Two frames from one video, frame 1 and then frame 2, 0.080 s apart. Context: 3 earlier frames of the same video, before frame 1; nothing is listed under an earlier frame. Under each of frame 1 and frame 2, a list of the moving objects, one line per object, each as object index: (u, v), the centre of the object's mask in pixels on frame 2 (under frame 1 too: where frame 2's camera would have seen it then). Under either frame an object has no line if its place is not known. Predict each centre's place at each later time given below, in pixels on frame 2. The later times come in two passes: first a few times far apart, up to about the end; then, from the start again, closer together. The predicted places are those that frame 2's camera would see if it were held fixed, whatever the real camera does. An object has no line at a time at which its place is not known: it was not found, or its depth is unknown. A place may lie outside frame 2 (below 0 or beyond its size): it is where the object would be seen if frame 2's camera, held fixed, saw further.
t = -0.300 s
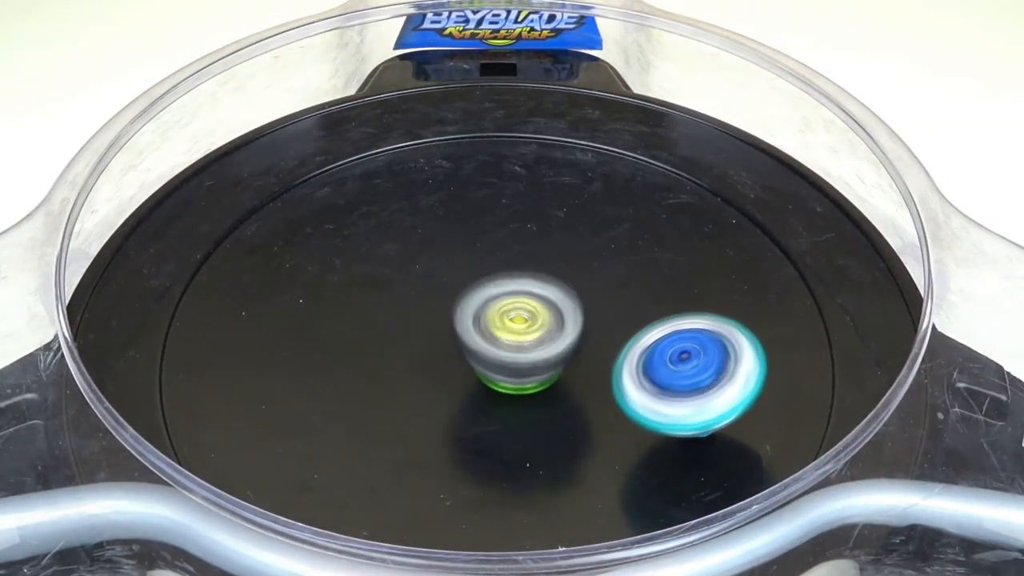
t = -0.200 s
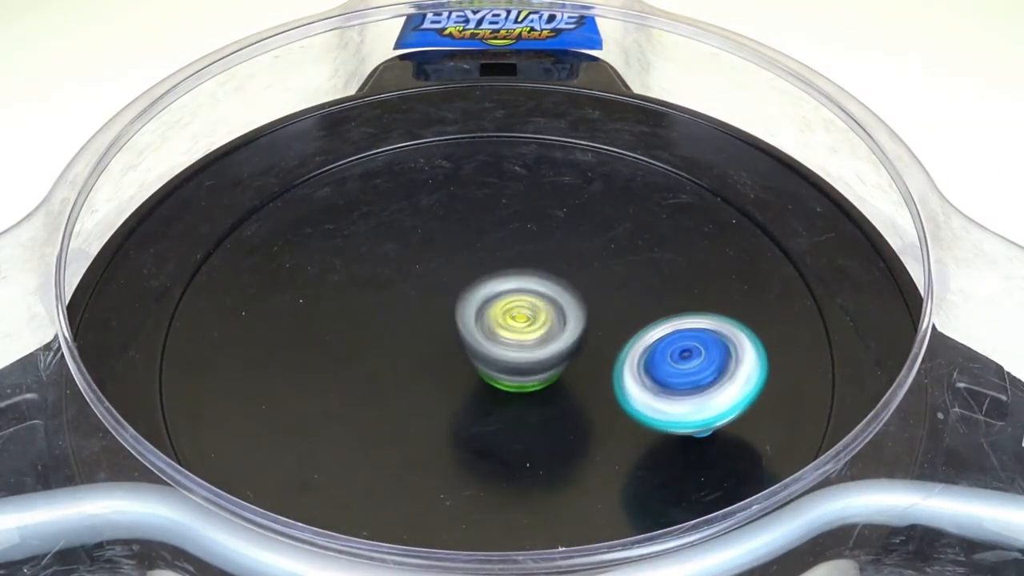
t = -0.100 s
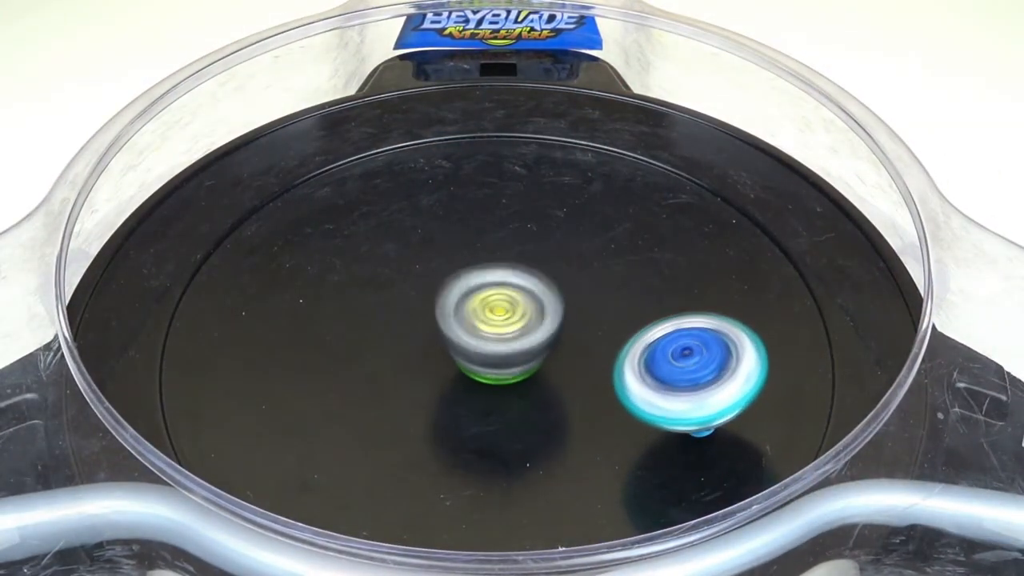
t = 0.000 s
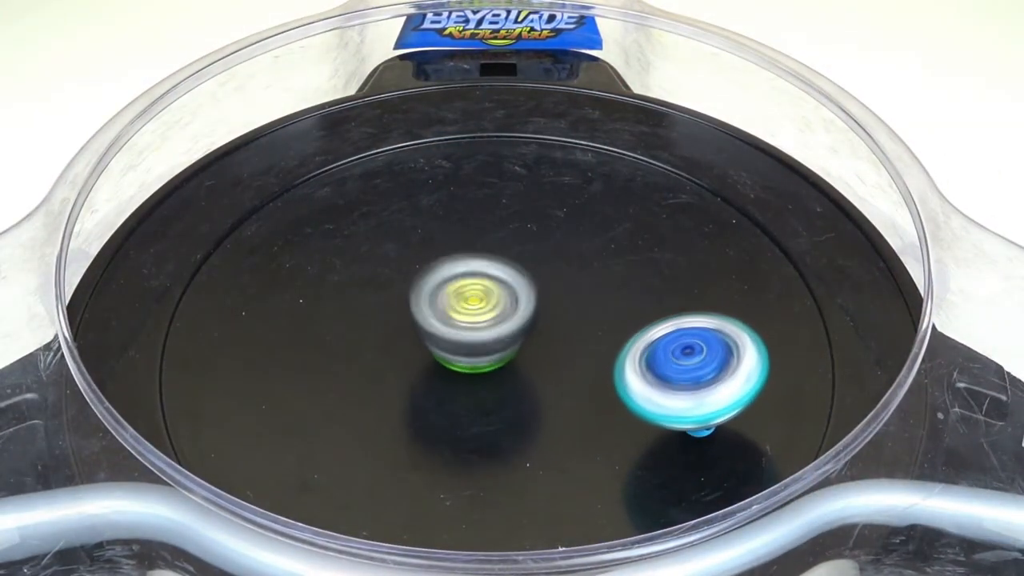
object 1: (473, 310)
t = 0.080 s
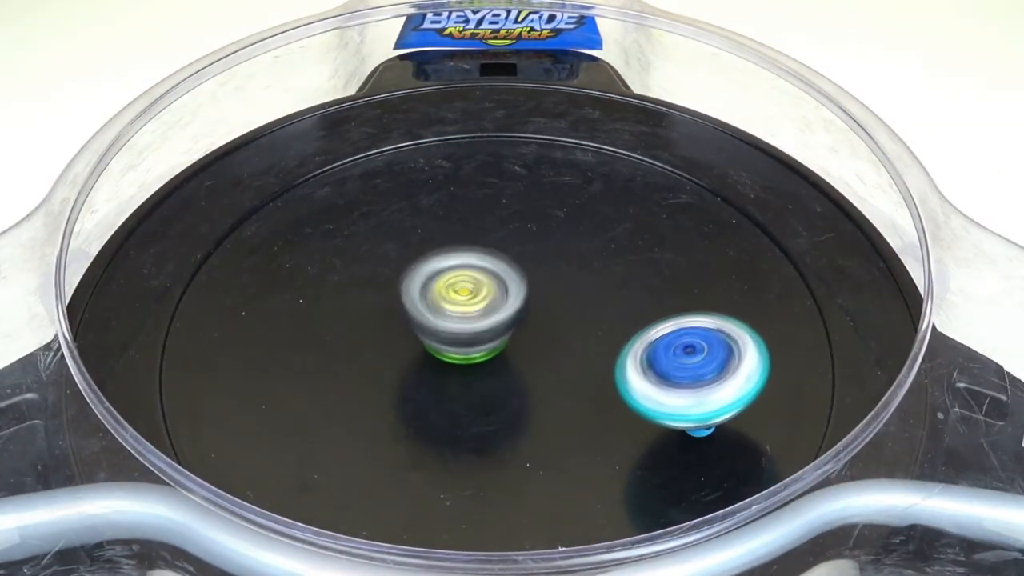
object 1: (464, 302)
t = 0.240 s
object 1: (479, 312)
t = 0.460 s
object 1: (480, 327)
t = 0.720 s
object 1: (496, 294)
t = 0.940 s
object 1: (480, 311)
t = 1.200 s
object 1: (493, 299)
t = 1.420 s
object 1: (508, 317)
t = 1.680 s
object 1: (498, 283)
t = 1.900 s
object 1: (489, 321)
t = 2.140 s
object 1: (497, 323)
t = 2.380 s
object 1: (544, 311)
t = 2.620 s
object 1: (487, 333)
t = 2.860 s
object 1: (486, 307)
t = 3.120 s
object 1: (529, 317)
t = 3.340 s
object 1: (474, 327)
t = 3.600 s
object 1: (493, 291)
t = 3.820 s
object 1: (524, 304)
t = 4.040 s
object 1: (480, 317)
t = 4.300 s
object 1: (466, 299)
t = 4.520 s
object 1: (513, 308)
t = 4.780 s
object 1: (473, 265)
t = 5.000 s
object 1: (400, 231)
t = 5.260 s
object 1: (436, 252)
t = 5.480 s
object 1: (510, 279)
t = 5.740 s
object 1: (574, 282)
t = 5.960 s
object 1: (550, 264)
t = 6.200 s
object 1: (457, 266)
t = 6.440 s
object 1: (483, 310)
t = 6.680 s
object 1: (527, 349)
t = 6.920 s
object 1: (491, 329)
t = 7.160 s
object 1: (419, 307)
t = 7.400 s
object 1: (442, 293)
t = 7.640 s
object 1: (478, 277)
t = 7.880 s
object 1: (493, 263)
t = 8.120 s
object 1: (517, 259)
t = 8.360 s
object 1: (557, 264)
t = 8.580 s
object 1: (594, 276)
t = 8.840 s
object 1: (638, 305)
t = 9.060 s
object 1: (622, 326)
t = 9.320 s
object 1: (595, 362)
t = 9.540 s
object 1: (527, 380)
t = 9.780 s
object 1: (574, 363)
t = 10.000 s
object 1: (651, 334)
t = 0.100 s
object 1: (465, 301)
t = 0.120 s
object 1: (467, 301)
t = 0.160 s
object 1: (471, 302)
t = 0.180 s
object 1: (474, 303)
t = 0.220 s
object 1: (478, 309)
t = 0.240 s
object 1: (479, 312)
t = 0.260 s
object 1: (481, 315)
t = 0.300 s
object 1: (484, 322)
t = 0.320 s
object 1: (484, 326)
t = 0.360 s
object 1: (481, 330)
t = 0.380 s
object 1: (480, 331)
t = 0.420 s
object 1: (480, 330)
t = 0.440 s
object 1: (479, 329)
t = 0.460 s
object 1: (480, 327)
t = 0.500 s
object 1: (481, 321)
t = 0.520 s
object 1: (482, 318)
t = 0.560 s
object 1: (483, 312)
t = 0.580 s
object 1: (484, 308)
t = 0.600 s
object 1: (485, 305)
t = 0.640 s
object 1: (488, 299)
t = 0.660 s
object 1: (490, 297)
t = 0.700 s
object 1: (494, 294)
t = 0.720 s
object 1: (496, 294)
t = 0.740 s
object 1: (498, 294)
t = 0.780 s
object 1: (501, 296)
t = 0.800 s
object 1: (501, 297)
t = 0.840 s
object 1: (499, 302)
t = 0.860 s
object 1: (497, 304)
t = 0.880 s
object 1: (494, 307)
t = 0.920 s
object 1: (484, 310)
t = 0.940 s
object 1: (480, 311)
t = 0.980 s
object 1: (471, 310)
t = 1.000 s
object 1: (468, 308)
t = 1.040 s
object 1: (464, 305)
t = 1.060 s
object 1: (464, 303)
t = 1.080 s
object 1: (466, 302)
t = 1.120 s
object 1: (473, 299)
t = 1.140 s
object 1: (478, 299)
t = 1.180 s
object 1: (488, 298)
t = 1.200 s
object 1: (493, 299)
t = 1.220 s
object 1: (499, 299)
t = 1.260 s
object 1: (510, 303)
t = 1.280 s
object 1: (514, 306)
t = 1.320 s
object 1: (516, 312)
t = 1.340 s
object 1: (516, 314)
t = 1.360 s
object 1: (515, 316)
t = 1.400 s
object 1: (510, 318)
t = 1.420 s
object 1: (508, 317)
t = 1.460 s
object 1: (500, 315)
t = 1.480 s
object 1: (497, 312)
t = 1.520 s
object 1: (493, 306)
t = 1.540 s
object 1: (492, 302)
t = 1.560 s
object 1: (491, 298)
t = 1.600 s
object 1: (491, 290)
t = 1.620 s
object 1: (492, 287)
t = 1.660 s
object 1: (496, 283)
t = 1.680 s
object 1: (498, 283)
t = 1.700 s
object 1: (501, 283)
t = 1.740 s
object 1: (503, 287)
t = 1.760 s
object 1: (502, 291)
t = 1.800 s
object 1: (499, 299)
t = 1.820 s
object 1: (497, 303)
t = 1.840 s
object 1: (495, 308)
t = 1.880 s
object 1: (491, 317)
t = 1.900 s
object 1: (489, 321)
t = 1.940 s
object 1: (484, 328)
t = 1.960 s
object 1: (481, 331)
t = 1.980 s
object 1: (477, 332)
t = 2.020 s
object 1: (474, 333)
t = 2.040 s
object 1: (475, 332)
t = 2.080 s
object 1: (482, 330)
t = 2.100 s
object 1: (487, 328)
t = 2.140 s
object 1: (497, 323)
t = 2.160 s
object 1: (502, 321)
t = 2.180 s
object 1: (507, 318)
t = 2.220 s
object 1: (516, 314)
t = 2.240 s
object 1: (520, 313)
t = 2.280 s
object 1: (529, 310)
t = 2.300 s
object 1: (533, 309)
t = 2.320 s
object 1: (537, 309)
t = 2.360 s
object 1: (542, 309)
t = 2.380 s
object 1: (544, 311)
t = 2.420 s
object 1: (543, 315)
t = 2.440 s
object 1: (540, 317)
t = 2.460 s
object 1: (537, 320)
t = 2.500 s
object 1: (528, 325)
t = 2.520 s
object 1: (522, 327)
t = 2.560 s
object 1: (509, 331)
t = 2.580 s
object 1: (501, 332)
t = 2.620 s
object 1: (487, 333)
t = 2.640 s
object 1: (480, 332)
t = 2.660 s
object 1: (475, 330)
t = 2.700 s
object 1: (468, 326)
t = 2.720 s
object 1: (467, 324)
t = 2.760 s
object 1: (468, 320)
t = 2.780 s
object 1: (471, 318)
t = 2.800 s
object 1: (474, 315)
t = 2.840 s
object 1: (482, 309)
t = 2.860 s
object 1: (486, 307)
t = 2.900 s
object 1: (496, 302)
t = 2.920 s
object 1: (502, 300)
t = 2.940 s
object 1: (507, 299)
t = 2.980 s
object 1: (517, 299)
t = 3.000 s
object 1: (521, 300)
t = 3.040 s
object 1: (528, 303)
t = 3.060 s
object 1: (529, 306)
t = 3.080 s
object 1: (530, 310)
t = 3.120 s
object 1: (529, 317)
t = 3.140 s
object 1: (526, 321)
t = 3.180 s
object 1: (519, 327)
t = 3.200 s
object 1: (514, 330)
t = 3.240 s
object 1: (502, 334)
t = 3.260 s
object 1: (496, 334)
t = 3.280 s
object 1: (489, 334)
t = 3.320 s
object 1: (478, 330)
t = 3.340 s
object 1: (474, 327)
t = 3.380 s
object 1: (471, 323)
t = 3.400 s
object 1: (472, 320)
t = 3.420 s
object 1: (473, 317)
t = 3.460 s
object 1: (476, 311)
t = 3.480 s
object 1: (478, 308)
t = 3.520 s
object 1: (482, 301)
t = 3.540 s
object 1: (484, 298)
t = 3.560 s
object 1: (487, 296)
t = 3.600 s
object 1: (493, 291)
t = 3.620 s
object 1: (497, 289)
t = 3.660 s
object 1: (505, 287)
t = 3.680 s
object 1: (509, 287)
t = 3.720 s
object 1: (516, 289)
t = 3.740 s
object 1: (520, 291)
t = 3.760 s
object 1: (523, 294)
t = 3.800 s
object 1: (525, 301)
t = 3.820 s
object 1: (524, 304)
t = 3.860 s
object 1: (520, 309)
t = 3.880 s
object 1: (517, 311)
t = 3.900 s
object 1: (513, 312)
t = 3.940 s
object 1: (504, 314)
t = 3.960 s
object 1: (500, 315)
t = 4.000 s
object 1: (490, 316)
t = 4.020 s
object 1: (485, 317)
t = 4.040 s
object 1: (480, 317)
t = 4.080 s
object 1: (470, 317)
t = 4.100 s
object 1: (465, 316)
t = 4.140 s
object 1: (458, 314)
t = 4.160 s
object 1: (456, 312)
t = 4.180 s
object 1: (454, 309)
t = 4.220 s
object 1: (454, 304)
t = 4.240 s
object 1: (456, 302)
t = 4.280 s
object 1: (463, 299)
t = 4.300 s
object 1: (466, 299)
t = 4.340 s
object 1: (473, 301)
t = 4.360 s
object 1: (477, 302)
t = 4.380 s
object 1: (482, 303)
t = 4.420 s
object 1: (491, 304)
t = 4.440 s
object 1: (496, 305)
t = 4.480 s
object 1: (505, 306)
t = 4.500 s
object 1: (509, 307)
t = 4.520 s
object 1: (513, 308)
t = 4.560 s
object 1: (521, 309)
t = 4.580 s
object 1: (524, 311)
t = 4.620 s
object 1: (530, 313)
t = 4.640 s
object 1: (532, 314)
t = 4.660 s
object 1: (534, 315)
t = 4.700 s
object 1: (528, 309)
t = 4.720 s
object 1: (514, 297)
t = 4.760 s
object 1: (487, 274)
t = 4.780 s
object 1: (473, 265)
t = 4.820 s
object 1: (450, 249)
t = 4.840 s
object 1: (440, 243)
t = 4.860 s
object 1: (431, 238)
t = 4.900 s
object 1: (417, 233)
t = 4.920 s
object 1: (411, 231)
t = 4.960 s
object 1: (404, 230)
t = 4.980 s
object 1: (401, 231)
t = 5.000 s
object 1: (400, 231)
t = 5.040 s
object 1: (400, 232)
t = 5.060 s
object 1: (400, 233)
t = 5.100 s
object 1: (403, 235)
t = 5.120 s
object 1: (406, 237)
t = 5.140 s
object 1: (408, 239)
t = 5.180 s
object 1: (417, 242)
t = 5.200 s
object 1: (421, 245)
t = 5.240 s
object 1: (431, 249)
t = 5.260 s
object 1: (436, 252)
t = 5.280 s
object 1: (443, 255)
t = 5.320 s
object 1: (457, 261)
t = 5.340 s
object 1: (463, 264)
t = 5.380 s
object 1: (476, 270)
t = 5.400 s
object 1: (483, 273)
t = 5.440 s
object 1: (497, 276)
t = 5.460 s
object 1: (504, 277)
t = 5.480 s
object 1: (510, 279)
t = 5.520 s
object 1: (523, 281)
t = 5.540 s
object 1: (530, 282)
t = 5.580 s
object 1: (541, 282)
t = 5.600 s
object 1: (546, 282)
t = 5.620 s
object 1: (552, 282)
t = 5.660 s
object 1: (561, 282)
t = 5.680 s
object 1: (565, 281)
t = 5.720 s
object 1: (571, 282)
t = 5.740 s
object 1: (574, 282)
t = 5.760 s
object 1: (577, 282)
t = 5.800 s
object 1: (581, 283)
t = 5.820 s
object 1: (584, 284)
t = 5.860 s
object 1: (586, 286)
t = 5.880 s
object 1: (586, 286)
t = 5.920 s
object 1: (570, 274)
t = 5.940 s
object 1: (560, 268)
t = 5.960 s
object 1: (550, 264)
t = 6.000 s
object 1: (531, 259)
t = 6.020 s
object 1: (522, 256)
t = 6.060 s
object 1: (503, 255)
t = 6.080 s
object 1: (495, 255)
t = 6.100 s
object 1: (487, 256)
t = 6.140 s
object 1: (472, 259)
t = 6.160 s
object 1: (466, 261)
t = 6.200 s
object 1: (457, 266)
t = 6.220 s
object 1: (454, 267)
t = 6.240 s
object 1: (452, 269)
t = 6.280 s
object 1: (452, 274)
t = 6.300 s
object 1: (455, 277)
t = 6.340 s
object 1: (461, 282)
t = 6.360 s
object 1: (466, 286)
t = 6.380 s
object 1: (471, 291)
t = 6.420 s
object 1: (478, 303)
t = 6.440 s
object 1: (483, 310)
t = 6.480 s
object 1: (493, 321)
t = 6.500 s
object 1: (497, 326)
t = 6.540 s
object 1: (508, 335)
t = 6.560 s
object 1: (512, 338)
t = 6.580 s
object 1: (516, 341)
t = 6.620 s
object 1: (522, 346)
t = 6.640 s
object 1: (523, 348)
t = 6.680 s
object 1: (527, 349)
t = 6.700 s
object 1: (527, 348)
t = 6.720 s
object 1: (527, 348)
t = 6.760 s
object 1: (526, 345)
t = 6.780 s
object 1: (524, 344)
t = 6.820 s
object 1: (519, 339)
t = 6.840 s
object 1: (512, 337)
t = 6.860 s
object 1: (505, 336)
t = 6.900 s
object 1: (495, 331)
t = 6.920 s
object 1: (491, 329)
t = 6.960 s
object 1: (467, 324)
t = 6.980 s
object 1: (455, 322)
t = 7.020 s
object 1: (438, 316)
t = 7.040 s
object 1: (432, 315)
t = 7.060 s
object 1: (427, 313)
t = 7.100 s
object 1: (420, 311)
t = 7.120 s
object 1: (419, 310)
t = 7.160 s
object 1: (419, 307)
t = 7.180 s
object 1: (419, 307)
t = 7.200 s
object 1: (419, 305)
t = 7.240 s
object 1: (420, 302)
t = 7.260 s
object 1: (421, 300)
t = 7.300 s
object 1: (426, 299)
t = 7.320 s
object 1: (428, 297)
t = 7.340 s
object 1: (430, 297)
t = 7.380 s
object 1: (438, 294)
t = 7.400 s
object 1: (442, 293)
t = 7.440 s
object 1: (448, 289)
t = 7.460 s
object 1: (452, 288)
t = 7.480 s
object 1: (457, 287)
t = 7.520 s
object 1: (464, 287)
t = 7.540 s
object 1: (466, 286)
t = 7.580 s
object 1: (472, 285)
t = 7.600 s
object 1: (475, 284)
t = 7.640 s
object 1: (478, 277)
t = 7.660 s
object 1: (479, 275)
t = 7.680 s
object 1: (482, 273)
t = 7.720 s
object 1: (486, 269)
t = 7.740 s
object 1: (488, 266)
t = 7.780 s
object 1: (488, 264)
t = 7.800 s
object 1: (489, 263)
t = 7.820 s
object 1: (491, 264)
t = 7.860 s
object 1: (491, 262)
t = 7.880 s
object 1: (493, 263)
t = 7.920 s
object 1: (497, 265)
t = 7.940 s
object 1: (500, 264)
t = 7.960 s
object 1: (499, 263)
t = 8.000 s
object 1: (504, 261)
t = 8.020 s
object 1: (507, 262)
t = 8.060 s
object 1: (508, 258)
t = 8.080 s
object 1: (512, 259)
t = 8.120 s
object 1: (517, 259)
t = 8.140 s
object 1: (519, 258)
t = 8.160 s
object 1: (518, 259)
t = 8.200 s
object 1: (524, 260)
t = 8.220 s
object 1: (528, 261)
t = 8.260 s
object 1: (537, 262)
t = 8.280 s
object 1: (541, 261)
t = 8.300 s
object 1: (547, 261)
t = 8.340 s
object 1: (553, 263)
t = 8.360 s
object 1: (557, 264)
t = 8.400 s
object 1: (562, 267)
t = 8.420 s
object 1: (565, 270)
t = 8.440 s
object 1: (570, 270)
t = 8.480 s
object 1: (578, 271)
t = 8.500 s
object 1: (582, 273)
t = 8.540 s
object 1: (591, 273)
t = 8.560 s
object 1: (593, 273)
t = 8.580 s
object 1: (594, 276)
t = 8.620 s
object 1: (602, 279)
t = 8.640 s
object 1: (604, 279)
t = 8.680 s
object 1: (617, 283)
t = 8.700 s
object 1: (624, 285)
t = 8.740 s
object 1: (636, 287)
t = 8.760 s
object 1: (638, 289)
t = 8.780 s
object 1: (642, 294)
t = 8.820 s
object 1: (642, 301)
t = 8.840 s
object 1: (638, 305)
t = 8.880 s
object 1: (633, 311)
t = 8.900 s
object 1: (629, 313)
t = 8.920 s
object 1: (623, 316)
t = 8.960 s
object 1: (620, 319)
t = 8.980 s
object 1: (622, 319)
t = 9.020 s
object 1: (624, 322)
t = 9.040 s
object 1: (625, 323)
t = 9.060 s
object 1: (622, 326)
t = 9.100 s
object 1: (613, 332)
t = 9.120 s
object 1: (606, 335)
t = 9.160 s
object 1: (613, 340)
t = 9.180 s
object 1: (616, 341)
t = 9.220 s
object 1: (615, 348)
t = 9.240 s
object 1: (614, 350)
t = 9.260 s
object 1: (611, 353)
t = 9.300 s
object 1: (600, 359)
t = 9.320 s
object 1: (595, 362)
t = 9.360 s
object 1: (580, 366)
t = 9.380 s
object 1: (572, 368)
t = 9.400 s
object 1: (561, 371)
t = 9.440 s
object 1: (546, 374)
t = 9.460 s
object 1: (535, 375)
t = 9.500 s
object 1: (525, 377)
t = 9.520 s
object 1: (522, 378)
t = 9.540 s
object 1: (527, 380)
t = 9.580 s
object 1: (529, 381)
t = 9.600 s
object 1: (531, 381)
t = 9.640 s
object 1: (541, 378)
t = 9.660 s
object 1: (548, 376)
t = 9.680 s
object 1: (553, 374)
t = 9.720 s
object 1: (555, 368)
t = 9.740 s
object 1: (558, 363)
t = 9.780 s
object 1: (574, 363)
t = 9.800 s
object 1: (582, 360)
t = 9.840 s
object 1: (593, 357)
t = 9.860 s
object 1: (595, 354)
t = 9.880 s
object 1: (595, 350)
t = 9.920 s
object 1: (599, 344)
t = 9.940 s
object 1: (609, 341)
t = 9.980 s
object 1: (638, 335)
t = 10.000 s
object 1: (651, 334)
